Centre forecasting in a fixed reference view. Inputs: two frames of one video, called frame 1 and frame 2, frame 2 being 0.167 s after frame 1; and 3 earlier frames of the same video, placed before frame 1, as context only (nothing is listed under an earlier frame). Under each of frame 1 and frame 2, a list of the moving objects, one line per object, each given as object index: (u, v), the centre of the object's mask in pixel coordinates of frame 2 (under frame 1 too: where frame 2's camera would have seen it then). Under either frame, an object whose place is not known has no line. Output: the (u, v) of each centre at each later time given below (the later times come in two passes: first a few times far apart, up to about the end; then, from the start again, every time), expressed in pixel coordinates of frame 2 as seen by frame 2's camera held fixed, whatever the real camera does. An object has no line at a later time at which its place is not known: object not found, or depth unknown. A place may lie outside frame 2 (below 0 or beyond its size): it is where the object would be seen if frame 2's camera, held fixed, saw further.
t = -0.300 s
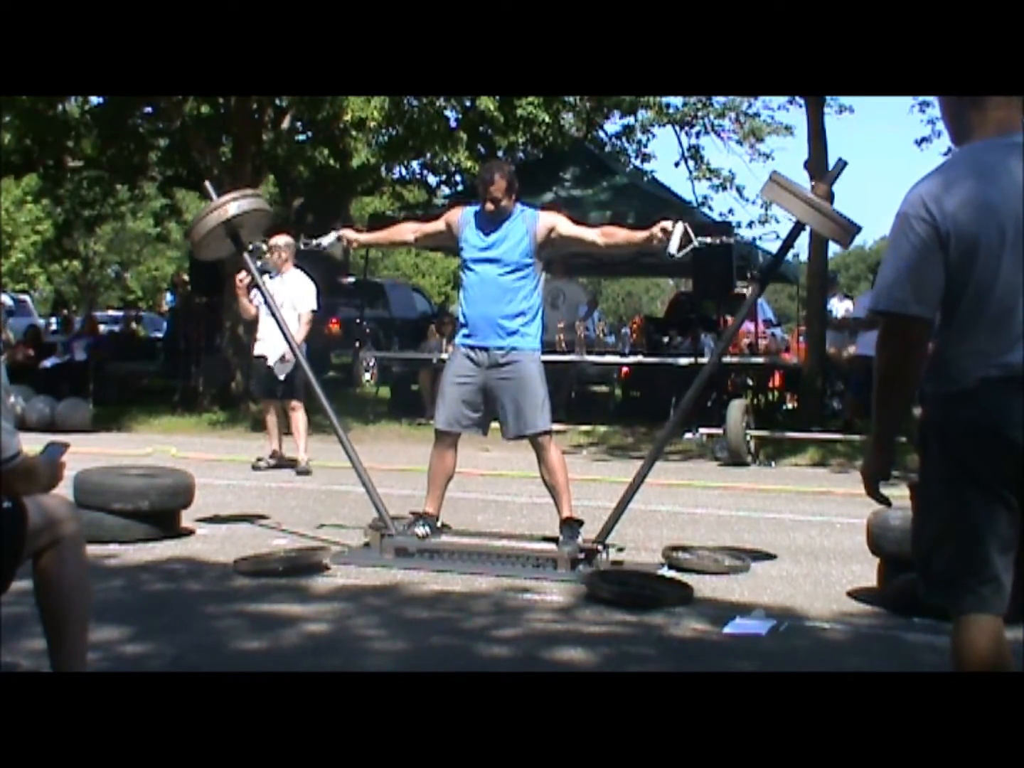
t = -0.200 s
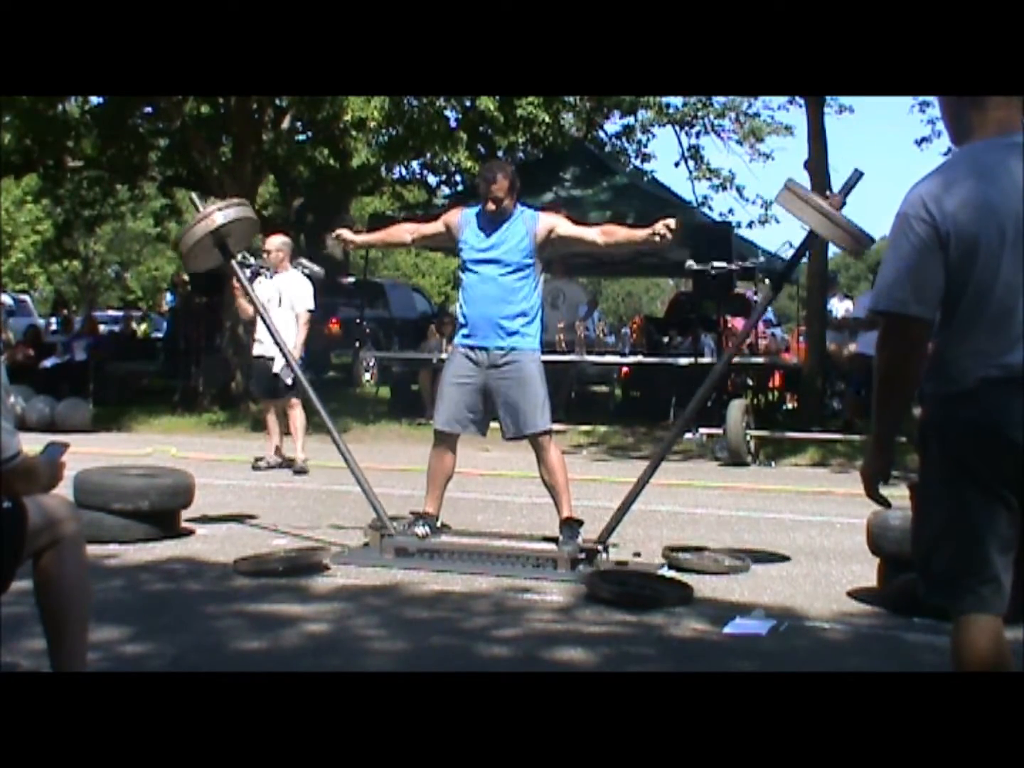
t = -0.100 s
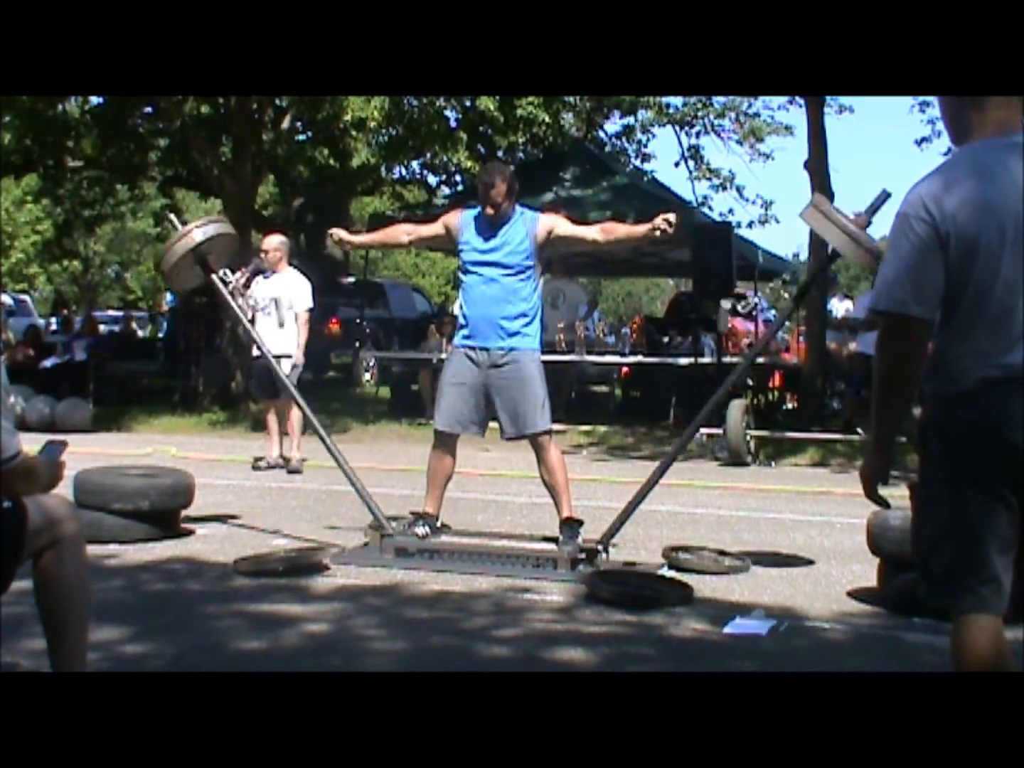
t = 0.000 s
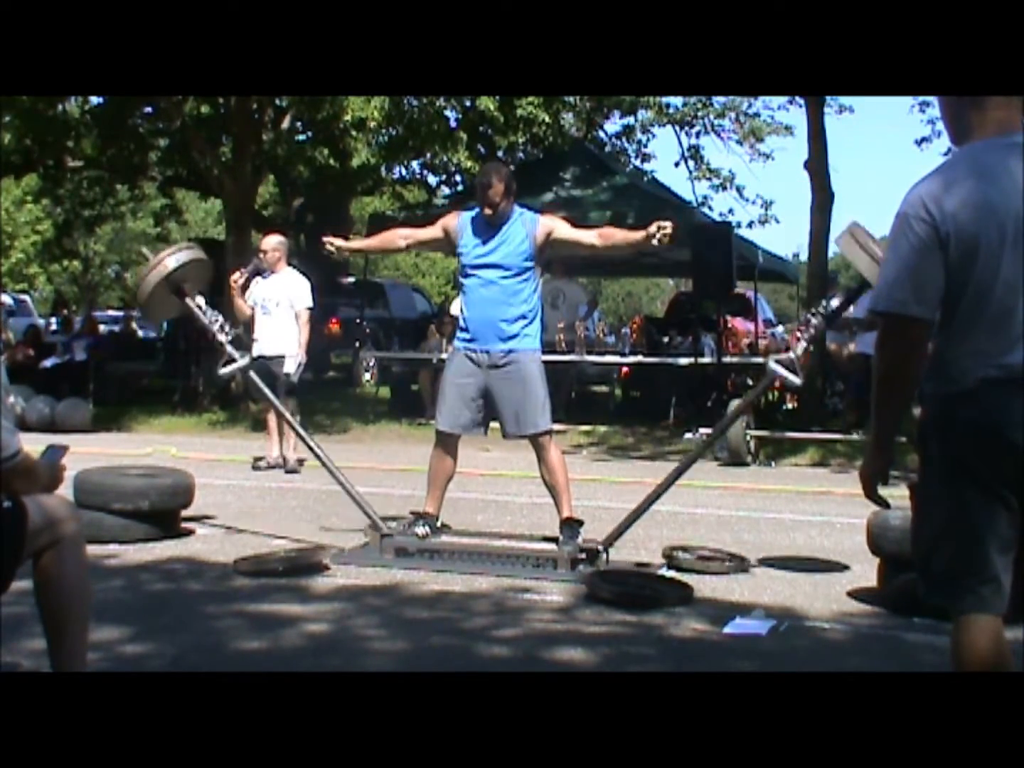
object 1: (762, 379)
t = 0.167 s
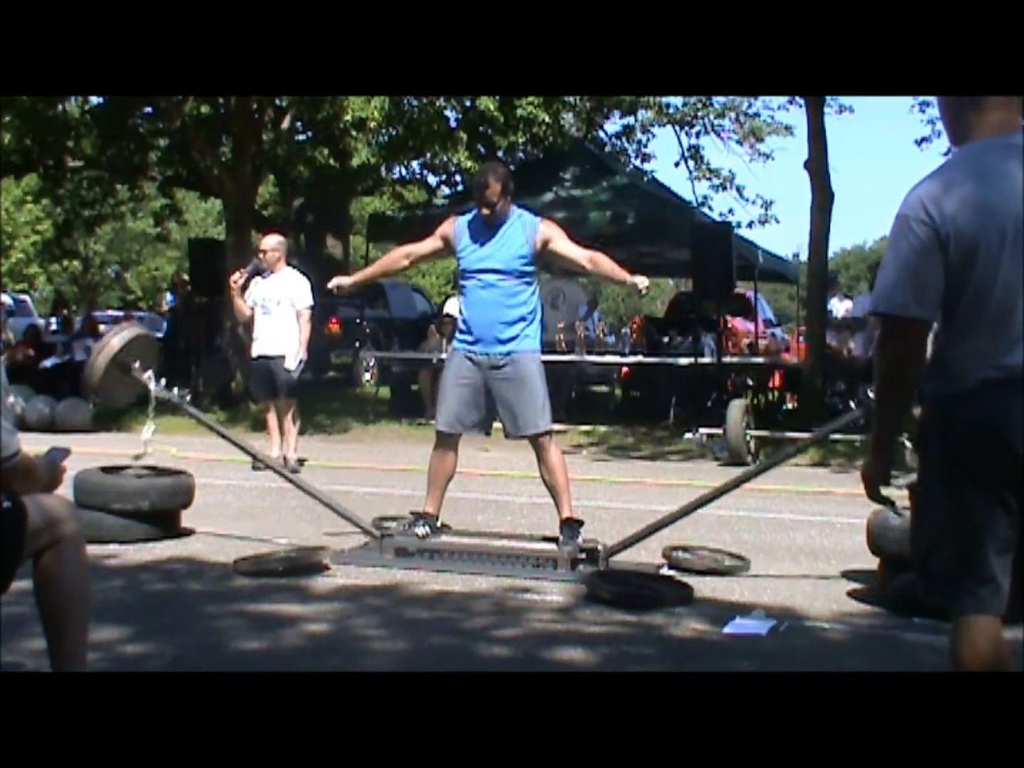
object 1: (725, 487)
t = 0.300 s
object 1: (716, 541)
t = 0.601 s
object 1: (719, 528)
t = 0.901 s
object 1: (720, 549)
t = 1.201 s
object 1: (722, 545)
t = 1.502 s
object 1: (719, 550)
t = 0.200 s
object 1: (724, 501)
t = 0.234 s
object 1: (719, 516)
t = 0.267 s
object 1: (715, 529)
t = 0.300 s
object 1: (716, 541)
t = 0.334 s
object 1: (715, 553)
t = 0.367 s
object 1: (716, 556)
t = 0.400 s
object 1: (718, 551)
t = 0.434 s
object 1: (719, 545)
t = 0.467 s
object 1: (717, 540)
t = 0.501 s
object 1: (720, 536)
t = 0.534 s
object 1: (721, 532)
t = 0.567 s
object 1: (719, 530)
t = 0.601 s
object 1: (719, 528)
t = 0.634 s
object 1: (718, 527)
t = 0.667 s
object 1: (717, 527)
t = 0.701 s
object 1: (717, 528)
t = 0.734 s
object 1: (751, 521)
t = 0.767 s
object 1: (764, 521)
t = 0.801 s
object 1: (745, 531)
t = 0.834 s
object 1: (749, 535)
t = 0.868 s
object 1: (745, 541)
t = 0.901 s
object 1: (720, 549)
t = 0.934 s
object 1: (721, 553)
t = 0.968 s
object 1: (721, 555)
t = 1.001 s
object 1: (720, 555)
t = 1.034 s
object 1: (719, 553)
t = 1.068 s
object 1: (722, 551)
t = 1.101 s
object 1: (722, 549)
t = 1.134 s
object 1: (719, 548)
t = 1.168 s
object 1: (720, 546)
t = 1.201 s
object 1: (722, 545)
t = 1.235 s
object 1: (721, 545)
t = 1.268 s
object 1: (740, 542)
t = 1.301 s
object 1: (722, 546)
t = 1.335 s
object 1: (720, 547)
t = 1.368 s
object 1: (721, 548)
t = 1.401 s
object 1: (721, 549)
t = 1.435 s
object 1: (718, 550)
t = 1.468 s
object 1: (718, 550)
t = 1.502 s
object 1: (719, 550)
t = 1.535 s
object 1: (720, 550)
